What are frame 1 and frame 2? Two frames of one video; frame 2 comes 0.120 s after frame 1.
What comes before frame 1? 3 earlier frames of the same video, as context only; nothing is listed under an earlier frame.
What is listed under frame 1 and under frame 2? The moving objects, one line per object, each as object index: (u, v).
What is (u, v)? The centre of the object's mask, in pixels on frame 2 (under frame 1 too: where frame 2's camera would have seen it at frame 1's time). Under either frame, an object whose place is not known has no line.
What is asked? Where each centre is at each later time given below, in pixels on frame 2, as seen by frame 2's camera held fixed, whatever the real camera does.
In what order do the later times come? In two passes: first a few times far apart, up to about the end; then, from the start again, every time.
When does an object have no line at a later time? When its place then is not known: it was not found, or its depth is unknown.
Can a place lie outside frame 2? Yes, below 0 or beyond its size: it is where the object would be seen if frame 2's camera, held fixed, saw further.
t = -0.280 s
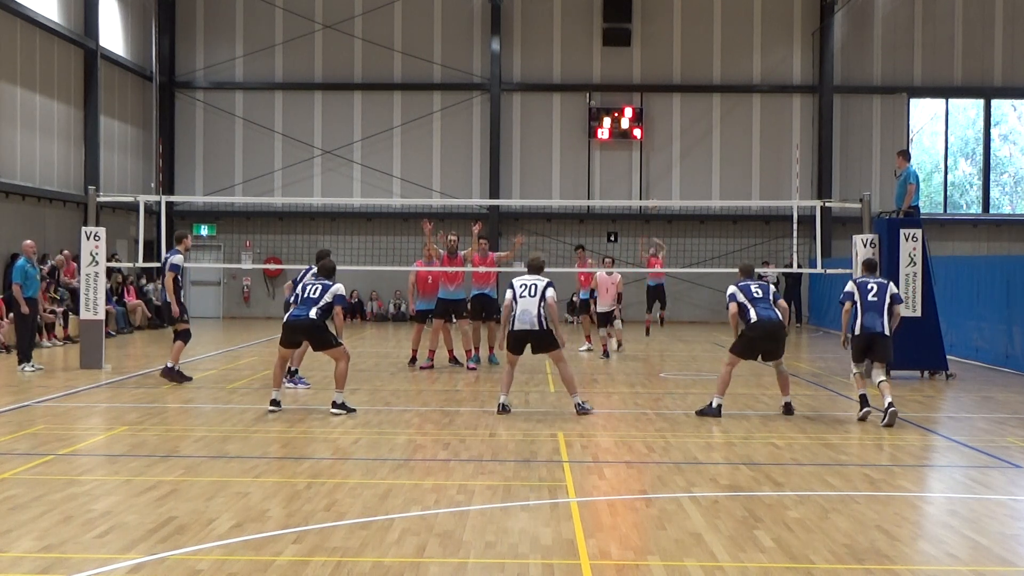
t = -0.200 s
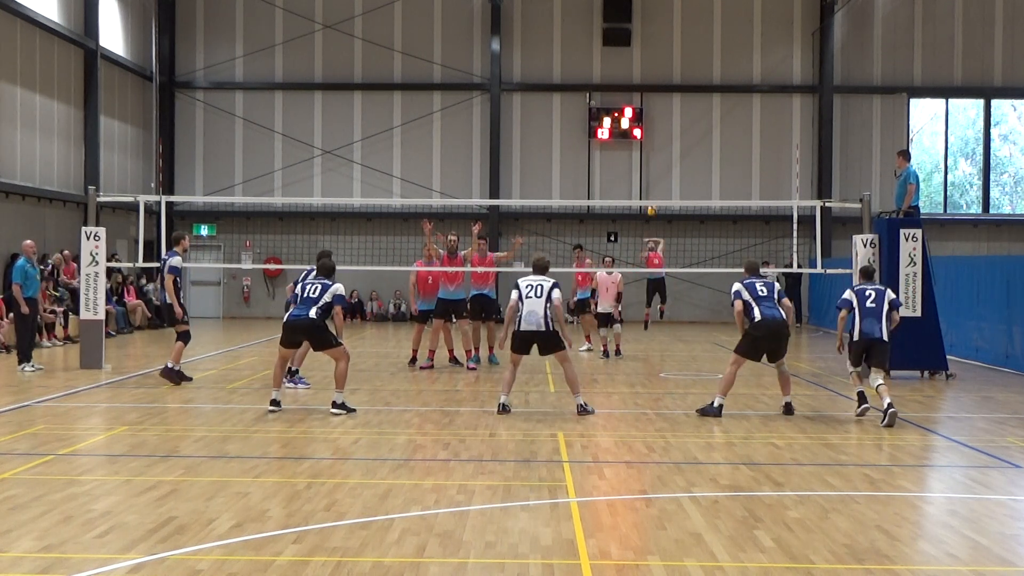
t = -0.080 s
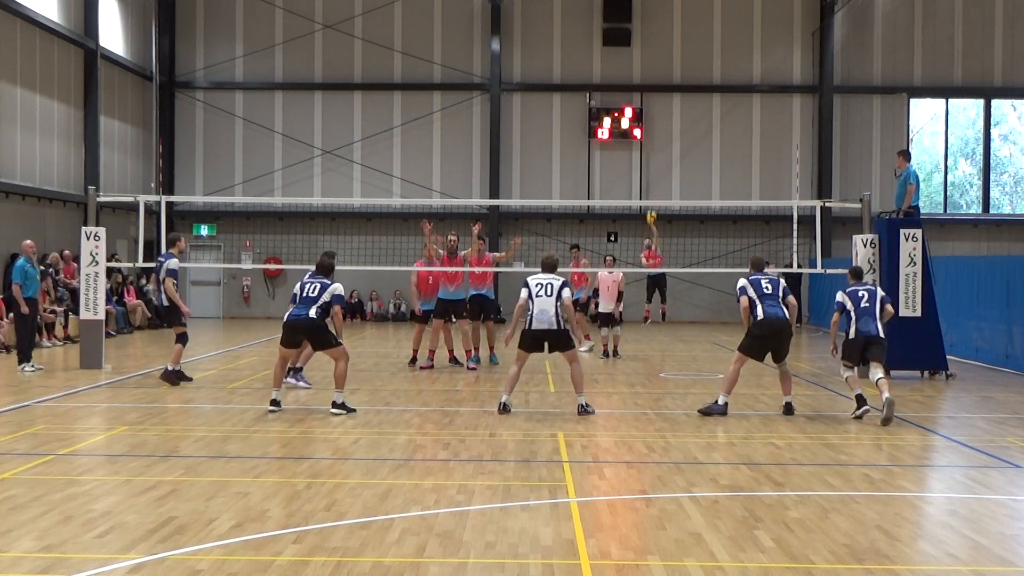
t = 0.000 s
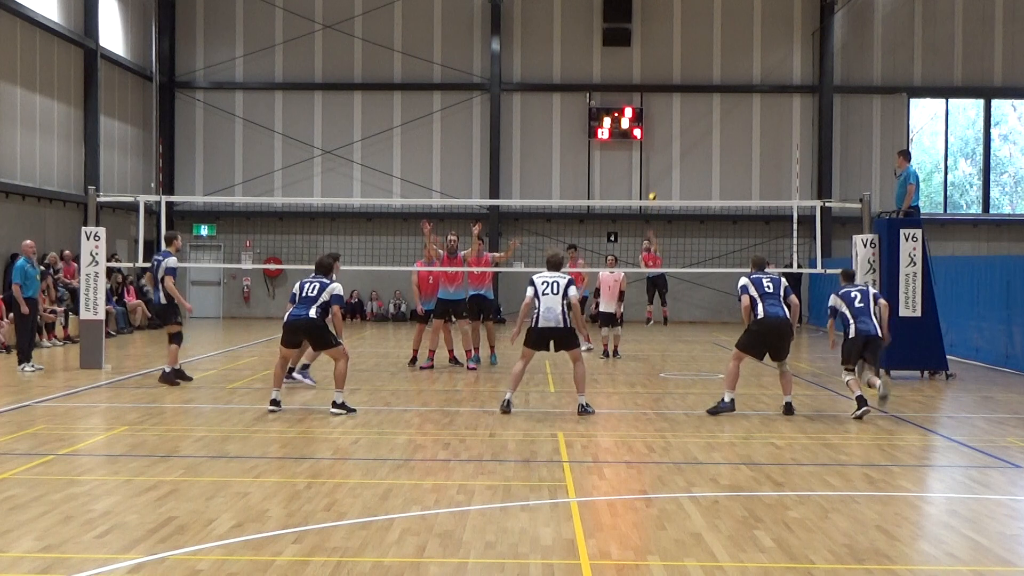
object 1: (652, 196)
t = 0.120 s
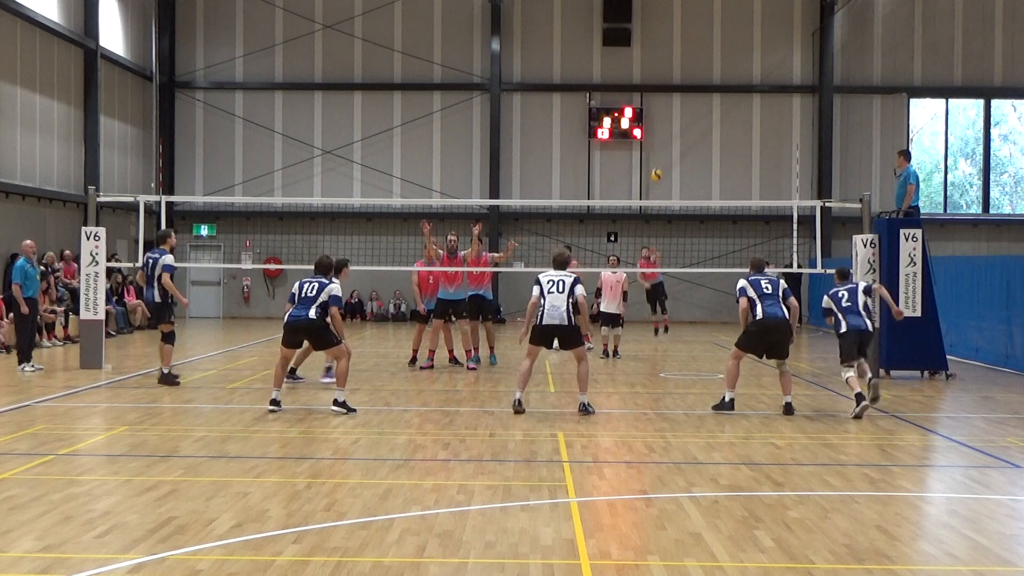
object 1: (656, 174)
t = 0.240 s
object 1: (660, 155)
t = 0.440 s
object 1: (669, 138)
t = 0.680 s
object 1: (677, 147)
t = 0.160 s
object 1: (658, 167)
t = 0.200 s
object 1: (659, 160)
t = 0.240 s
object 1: (660, 155)
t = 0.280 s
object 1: (662, 150)
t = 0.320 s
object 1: (664, 146)
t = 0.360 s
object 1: (666, 142)
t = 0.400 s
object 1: (668, 139)
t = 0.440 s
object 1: (669, 138)
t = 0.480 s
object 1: (671, 137)
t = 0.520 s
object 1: (672, 137)
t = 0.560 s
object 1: (674, 138)
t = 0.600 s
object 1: (675, 140)
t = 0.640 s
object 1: (676, 143)
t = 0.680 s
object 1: (677, 147)
